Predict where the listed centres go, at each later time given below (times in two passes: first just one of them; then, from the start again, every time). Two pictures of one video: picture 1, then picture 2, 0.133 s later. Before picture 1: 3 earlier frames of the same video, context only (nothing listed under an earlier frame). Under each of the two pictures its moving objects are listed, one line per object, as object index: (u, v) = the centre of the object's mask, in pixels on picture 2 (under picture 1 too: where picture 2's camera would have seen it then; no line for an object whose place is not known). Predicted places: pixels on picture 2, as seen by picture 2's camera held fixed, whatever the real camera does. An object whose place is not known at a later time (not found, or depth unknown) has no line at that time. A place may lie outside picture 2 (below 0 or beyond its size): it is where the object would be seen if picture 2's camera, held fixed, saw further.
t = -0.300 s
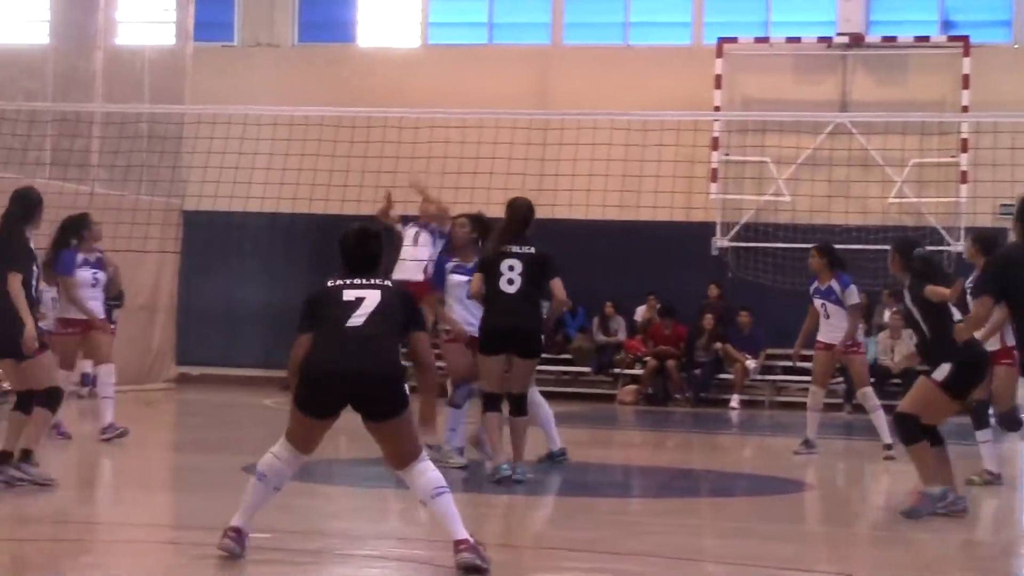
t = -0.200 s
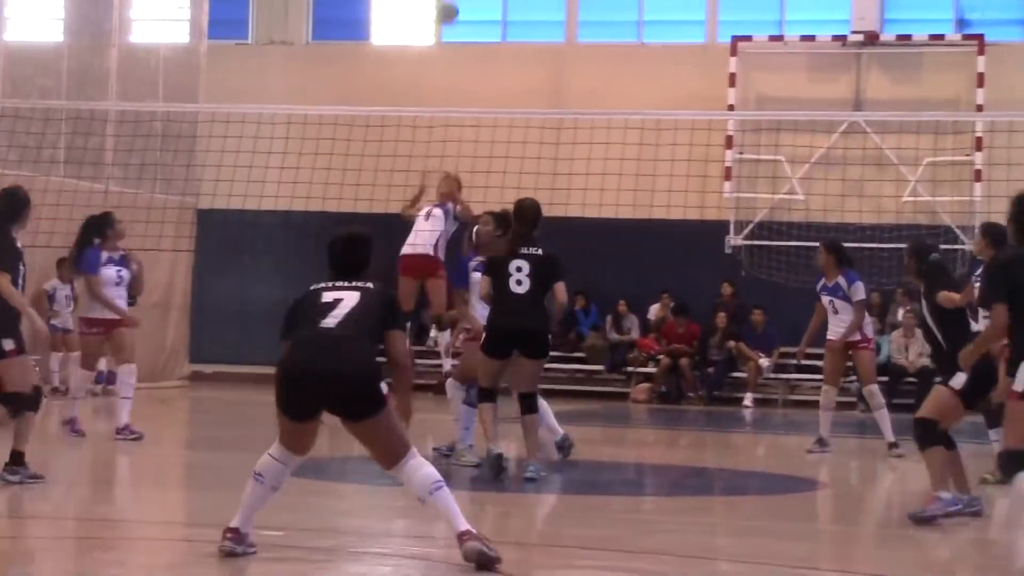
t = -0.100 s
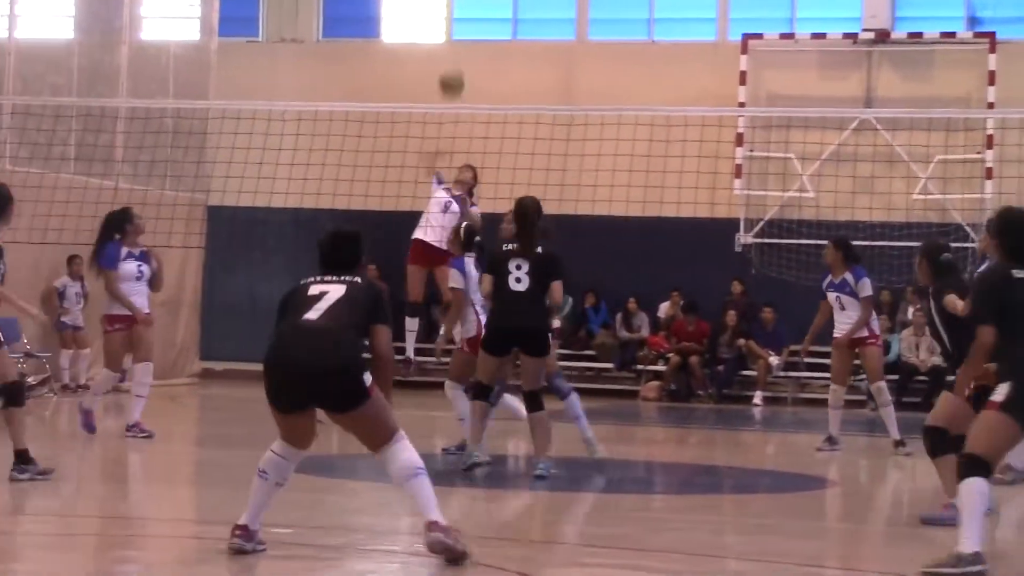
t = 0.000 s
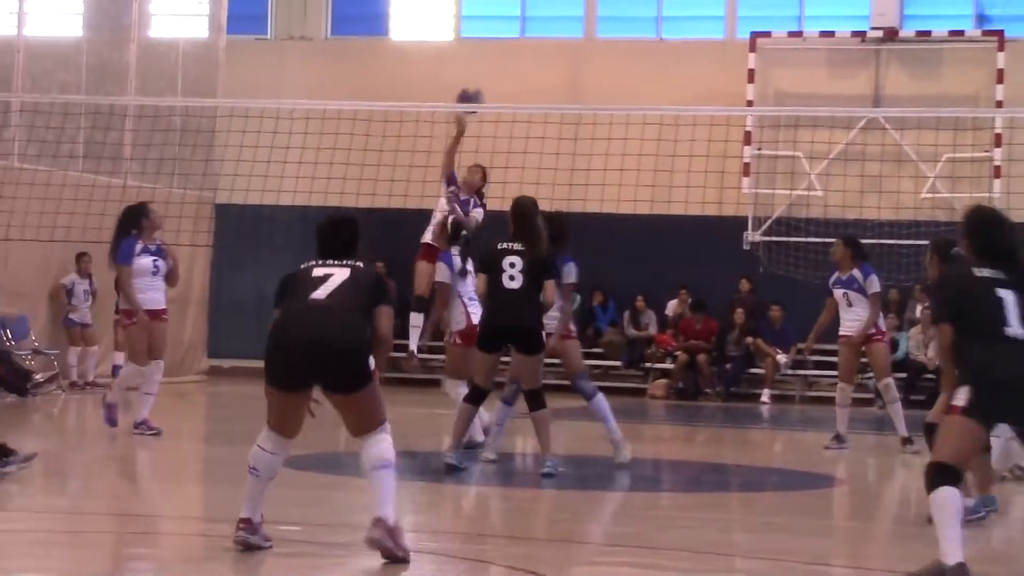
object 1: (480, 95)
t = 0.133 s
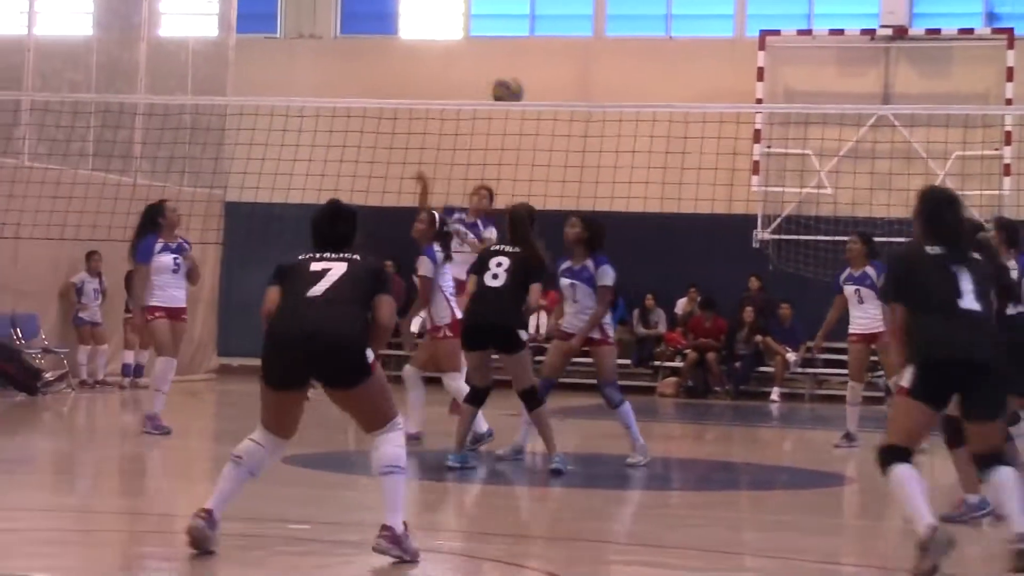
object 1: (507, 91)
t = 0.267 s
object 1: (530, 79)
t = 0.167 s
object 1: (514, 92)
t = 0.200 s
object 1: (520, 96)
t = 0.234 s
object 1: (525, 87)
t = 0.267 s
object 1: (530, 79)
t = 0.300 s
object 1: (534, 74)
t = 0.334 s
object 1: (539, 70)
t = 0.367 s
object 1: (544, 68)
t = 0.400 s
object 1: (549, 68)
